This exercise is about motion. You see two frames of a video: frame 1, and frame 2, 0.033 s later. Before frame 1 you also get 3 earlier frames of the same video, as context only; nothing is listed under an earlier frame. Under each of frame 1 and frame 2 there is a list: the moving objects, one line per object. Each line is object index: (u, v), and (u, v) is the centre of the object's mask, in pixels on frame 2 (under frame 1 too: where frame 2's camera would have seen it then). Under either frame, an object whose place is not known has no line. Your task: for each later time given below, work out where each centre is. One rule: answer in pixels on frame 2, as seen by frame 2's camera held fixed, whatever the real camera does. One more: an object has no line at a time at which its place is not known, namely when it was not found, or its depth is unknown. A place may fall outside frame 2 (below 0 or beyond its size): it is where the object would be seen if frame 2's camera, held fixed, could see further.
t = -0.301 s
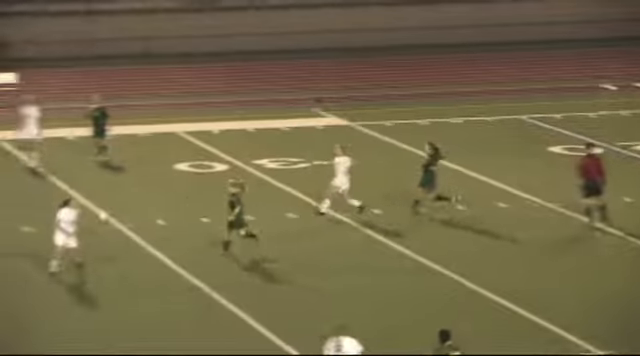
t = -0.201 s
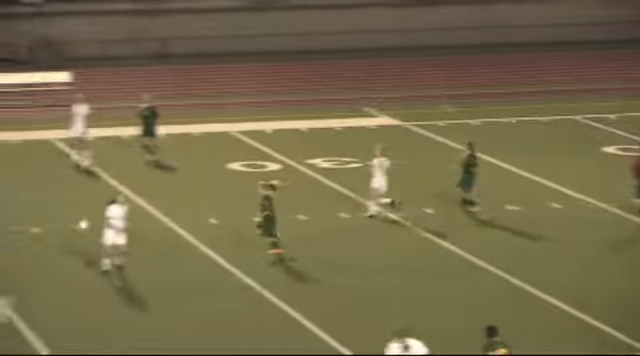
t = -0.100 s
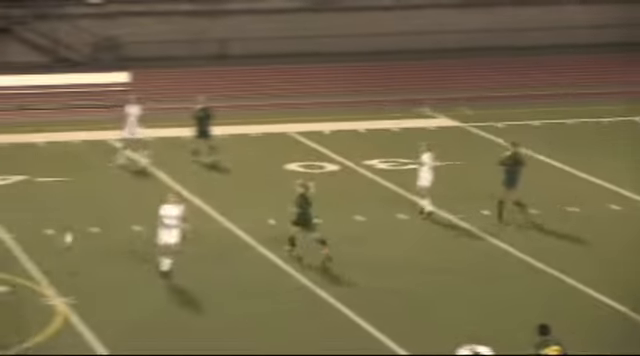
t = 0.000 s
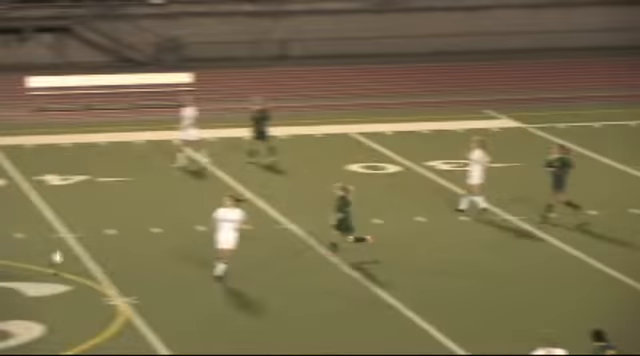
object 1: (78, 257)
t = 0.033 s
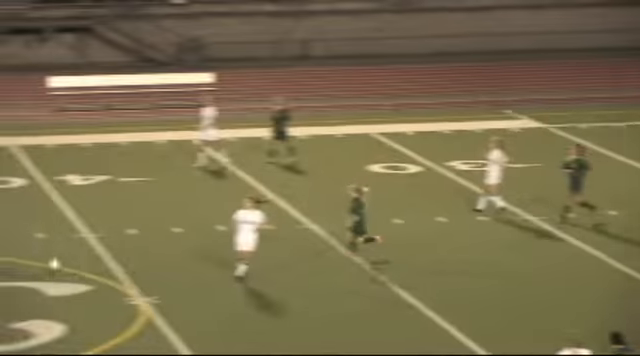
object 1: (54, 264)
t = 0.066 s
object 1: (30, 265)
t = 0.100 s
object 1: (7, 264)
